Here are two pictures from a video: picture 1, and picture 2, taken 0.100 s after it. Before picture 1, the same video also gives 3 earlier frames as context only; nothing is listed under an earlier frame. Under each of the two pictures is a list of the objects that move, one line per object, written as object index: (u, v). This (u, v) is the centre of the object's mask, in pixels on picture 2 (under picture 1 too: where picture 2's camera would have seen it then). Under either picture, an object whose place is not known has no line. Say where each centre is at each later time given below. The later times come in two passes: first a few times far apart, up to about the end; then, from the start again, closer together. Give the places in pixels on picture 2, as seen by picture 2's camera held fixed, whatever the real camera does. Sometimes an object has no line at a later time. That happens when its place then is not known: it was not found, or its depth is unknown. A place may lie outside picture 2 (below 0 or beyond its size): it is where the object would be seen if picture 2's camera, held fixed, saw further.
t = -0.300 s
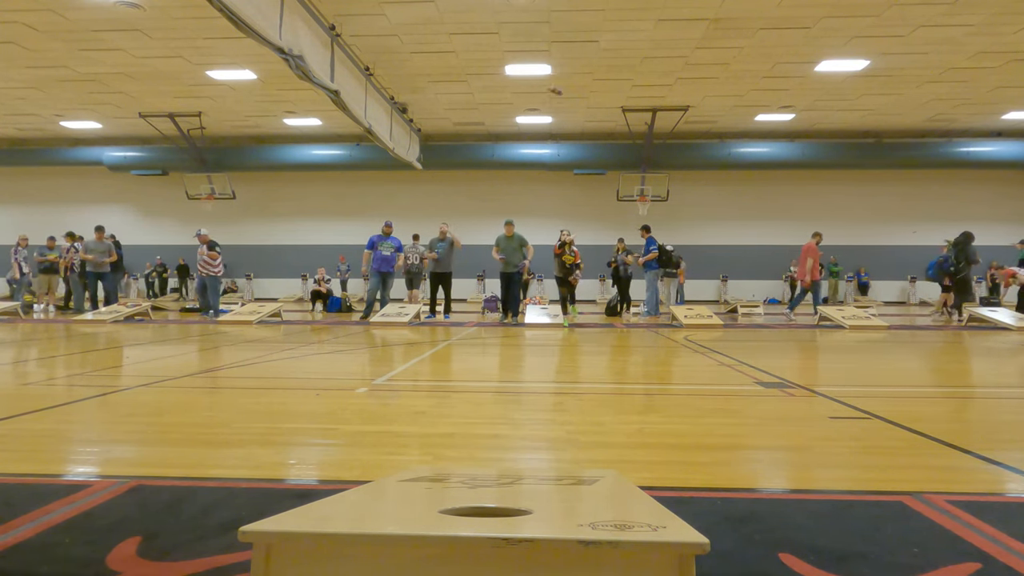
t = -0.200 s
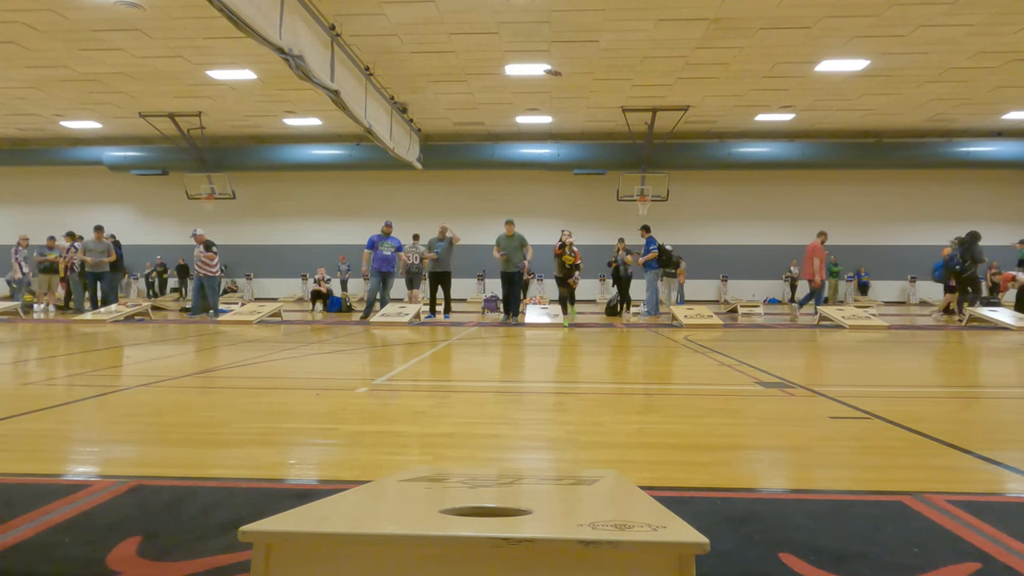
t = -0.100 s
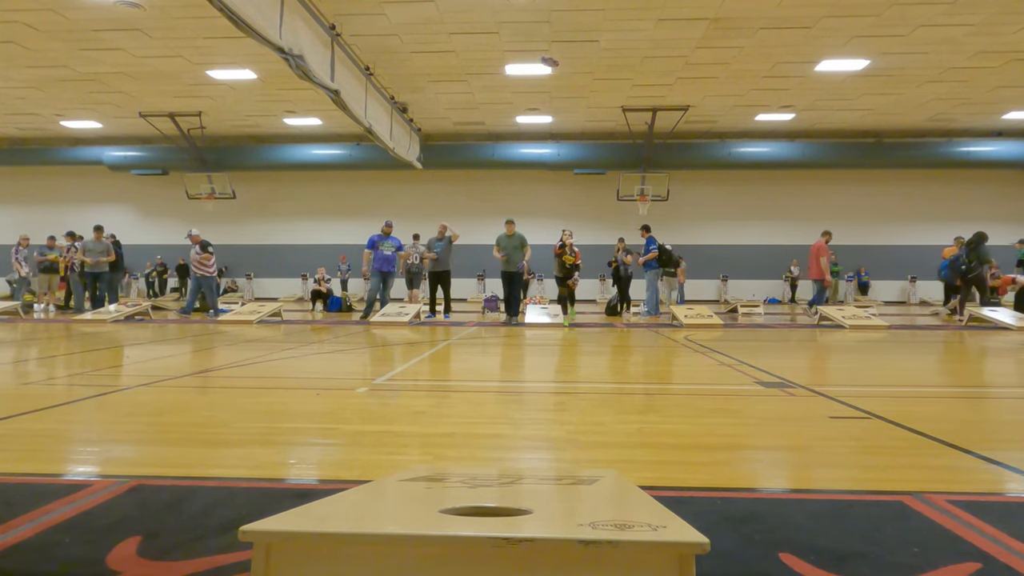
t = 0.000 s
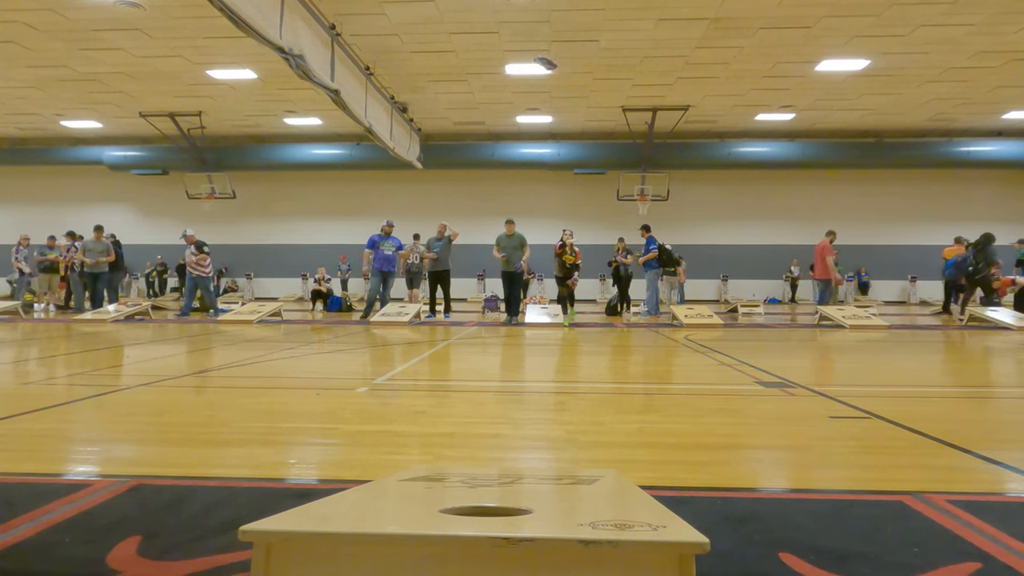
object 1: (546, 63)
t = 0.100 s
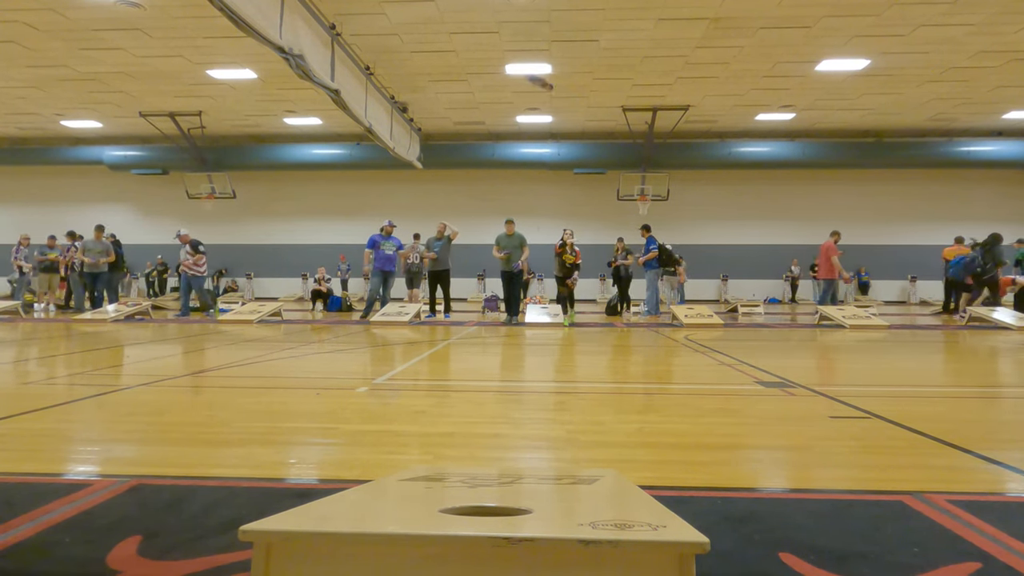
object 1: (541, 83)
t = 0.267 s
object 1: (523, 182)
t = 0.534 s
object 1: (473, 470)
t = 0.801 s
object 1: (410, 494)
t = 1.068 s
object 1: (399, 497)
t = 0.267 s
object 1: (523, 182)
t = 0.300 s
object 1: (520, 221)
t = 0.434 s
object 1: (493, 471)
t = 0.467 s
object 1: (486, 467)
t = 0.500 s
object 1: (480, 467)
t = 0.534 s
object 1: (473, 470)
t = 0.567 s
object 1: (464, 476)
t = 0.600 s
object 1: (455, 481)
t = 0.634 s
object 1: (447, 484)
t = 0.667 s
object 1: (438, 487)
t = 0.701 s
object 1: (430, 489)
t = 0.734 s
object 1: (422, 491)
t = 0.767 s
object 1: (416, 493)
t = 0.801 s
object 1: (410, 494)
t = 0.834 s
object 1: (406, 496)
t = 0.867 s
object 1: (403, 496)
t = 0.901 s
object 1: (402, 497)
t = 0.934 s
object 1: (400, 497)
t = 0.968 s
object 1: (399, 498)
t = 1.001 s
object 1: (399, 498)
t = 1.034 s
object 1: (399, 497)
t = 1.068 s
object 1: (399, 497)
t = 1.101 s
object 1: (399, 497)
